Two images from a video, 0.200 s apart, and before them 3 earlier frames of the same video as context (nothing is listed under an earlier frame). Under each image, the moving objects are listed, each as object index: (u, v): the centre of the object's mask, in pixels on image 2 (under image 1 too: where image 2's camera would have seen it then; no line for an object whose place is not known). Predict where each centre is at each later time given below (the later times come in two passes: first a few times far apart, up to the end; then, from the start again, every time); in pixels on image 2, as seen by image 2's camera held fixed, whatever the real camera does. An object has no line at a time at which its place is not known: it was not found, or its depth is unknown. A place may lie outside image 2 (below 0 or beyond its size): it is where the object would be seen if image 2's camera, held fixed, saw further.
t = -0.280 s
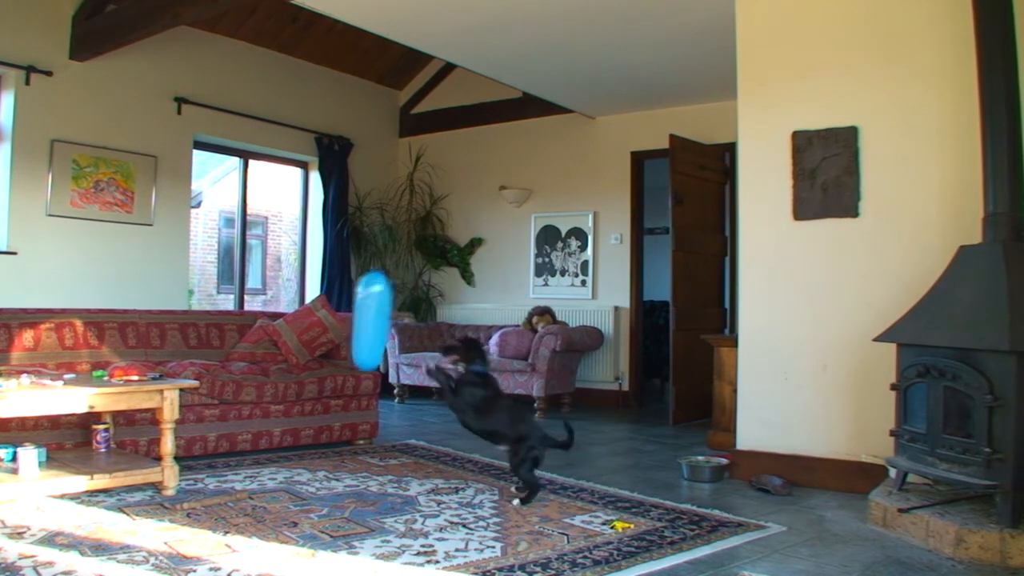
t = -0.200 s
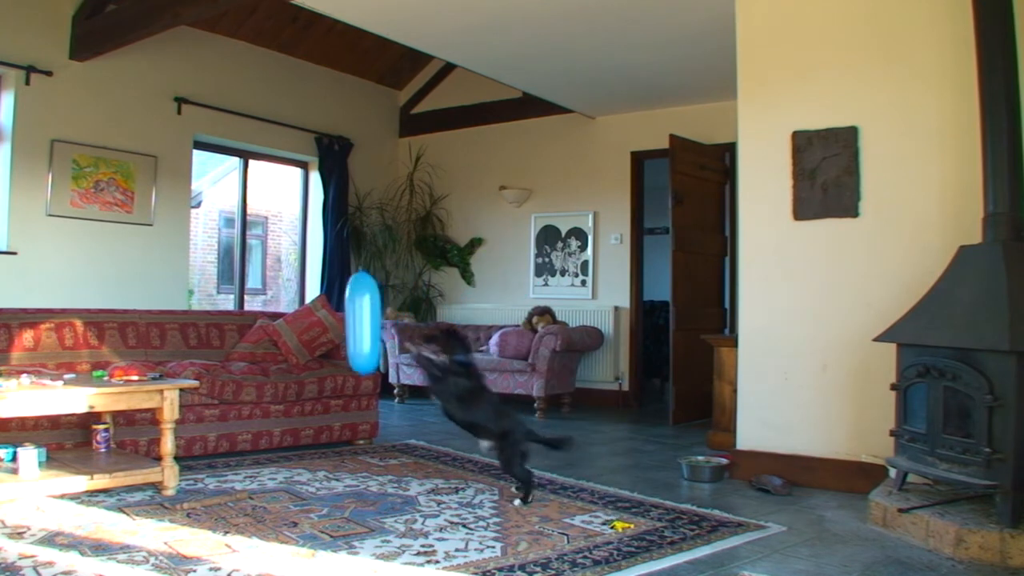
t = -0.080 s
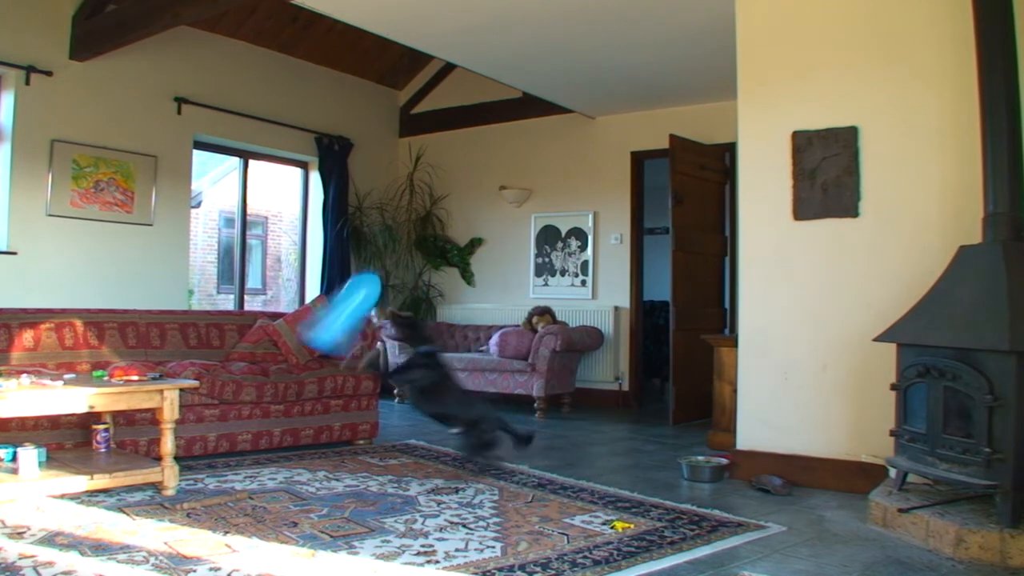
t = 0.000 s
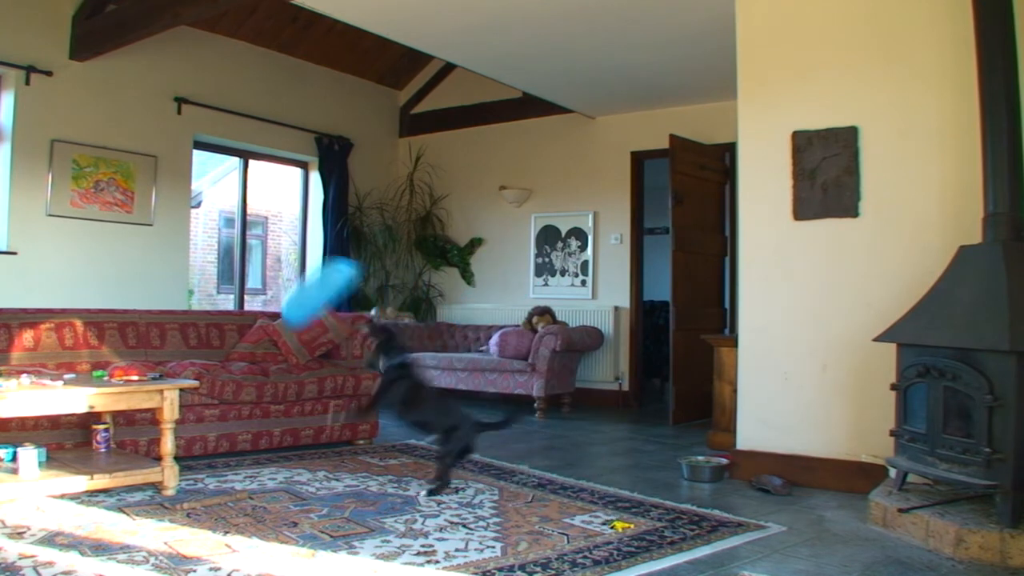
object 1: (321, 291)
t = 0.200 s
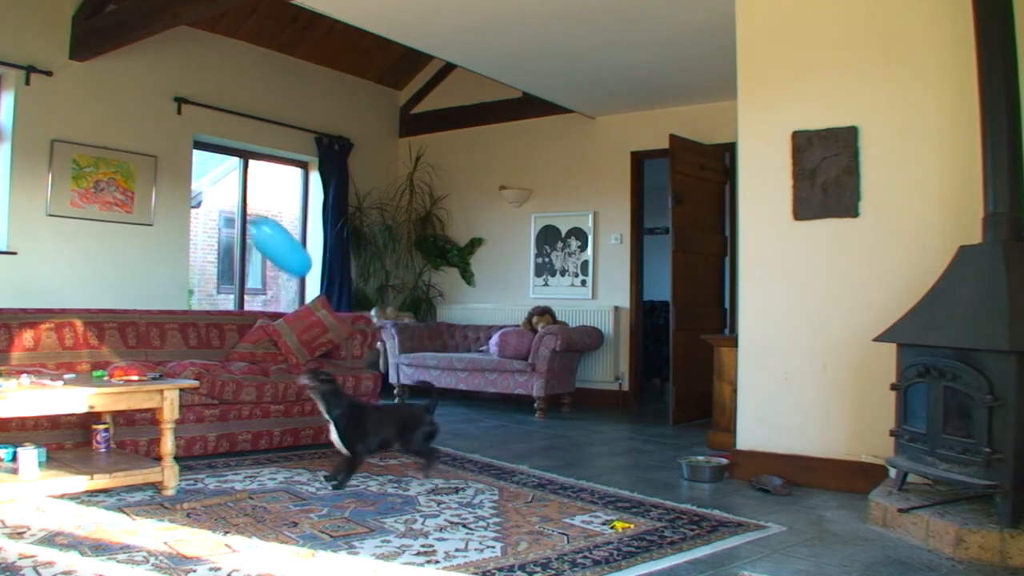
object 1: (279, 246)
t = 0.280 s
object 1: (274, 235)
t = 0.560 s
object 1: (265, 220)
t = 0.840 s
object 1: (262, 238)
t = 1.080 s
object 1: (266, 277)
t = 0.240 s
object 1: (276, 240)
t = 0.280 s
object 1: (274, 235)
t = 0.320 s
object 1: (272, 230)
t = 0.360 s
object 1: (270, 226)
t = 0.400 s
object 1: (269, 224)
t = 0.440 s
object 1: (267, 222)
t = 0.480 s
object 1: (266, 221)
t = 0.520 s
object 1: (265, 220)
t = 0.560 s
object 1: (265, 220)
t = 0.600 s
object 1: (264, 221)
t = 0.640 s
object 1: (263, 222)
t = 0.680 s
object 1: (263, 224)
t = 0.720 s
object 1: (263, 227)
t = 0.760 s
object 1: (262, 230)
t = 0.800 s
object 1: (262, 234)
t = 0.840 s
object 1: (262, 238)
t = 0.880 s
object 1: (262, 243)
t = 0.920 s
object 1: (263, 249)
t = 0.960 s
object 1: (264, 255)
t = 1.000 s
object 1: (265, 262)
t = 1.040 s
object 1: (265, 269)
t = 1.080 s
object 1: (266, 277)
